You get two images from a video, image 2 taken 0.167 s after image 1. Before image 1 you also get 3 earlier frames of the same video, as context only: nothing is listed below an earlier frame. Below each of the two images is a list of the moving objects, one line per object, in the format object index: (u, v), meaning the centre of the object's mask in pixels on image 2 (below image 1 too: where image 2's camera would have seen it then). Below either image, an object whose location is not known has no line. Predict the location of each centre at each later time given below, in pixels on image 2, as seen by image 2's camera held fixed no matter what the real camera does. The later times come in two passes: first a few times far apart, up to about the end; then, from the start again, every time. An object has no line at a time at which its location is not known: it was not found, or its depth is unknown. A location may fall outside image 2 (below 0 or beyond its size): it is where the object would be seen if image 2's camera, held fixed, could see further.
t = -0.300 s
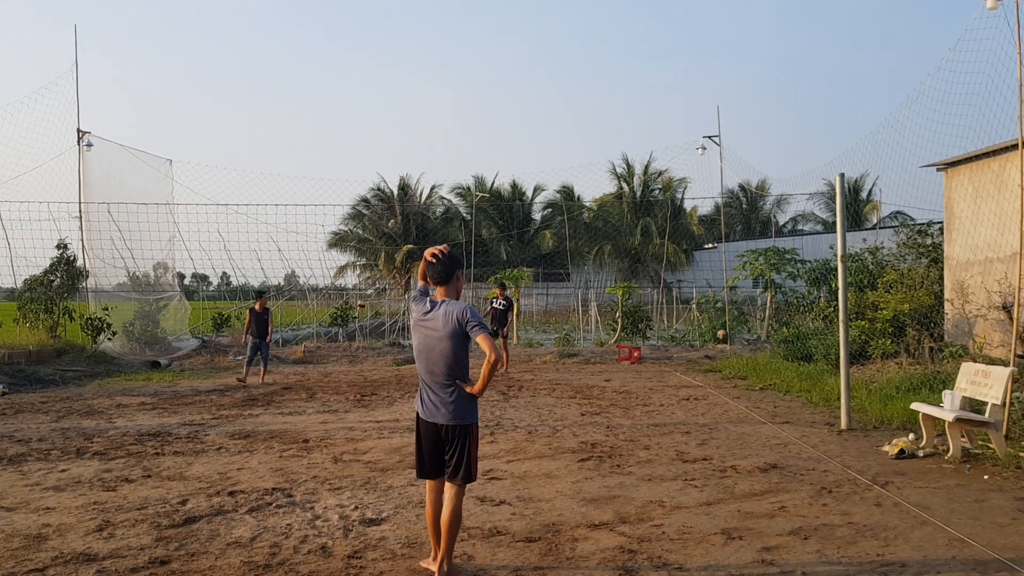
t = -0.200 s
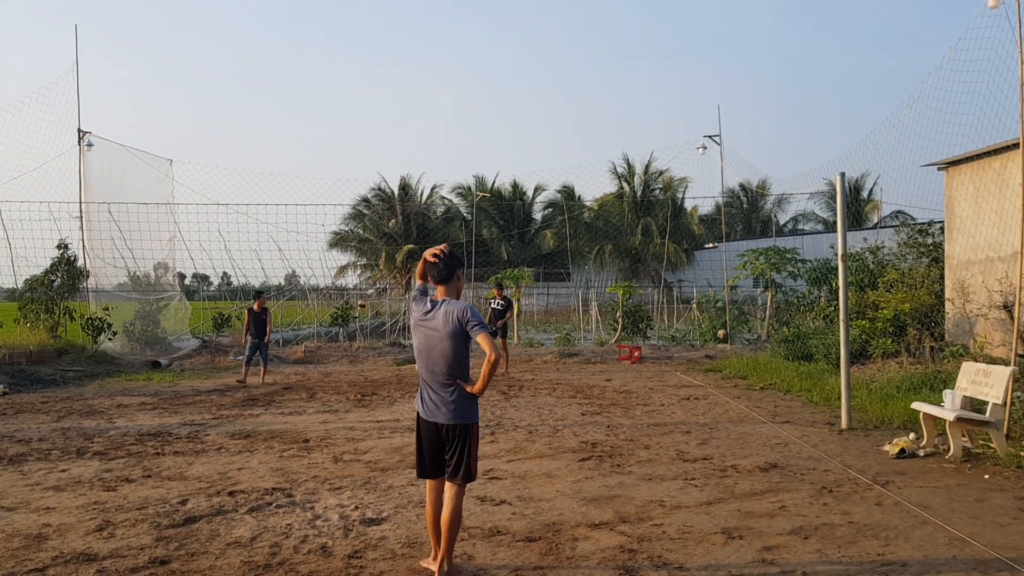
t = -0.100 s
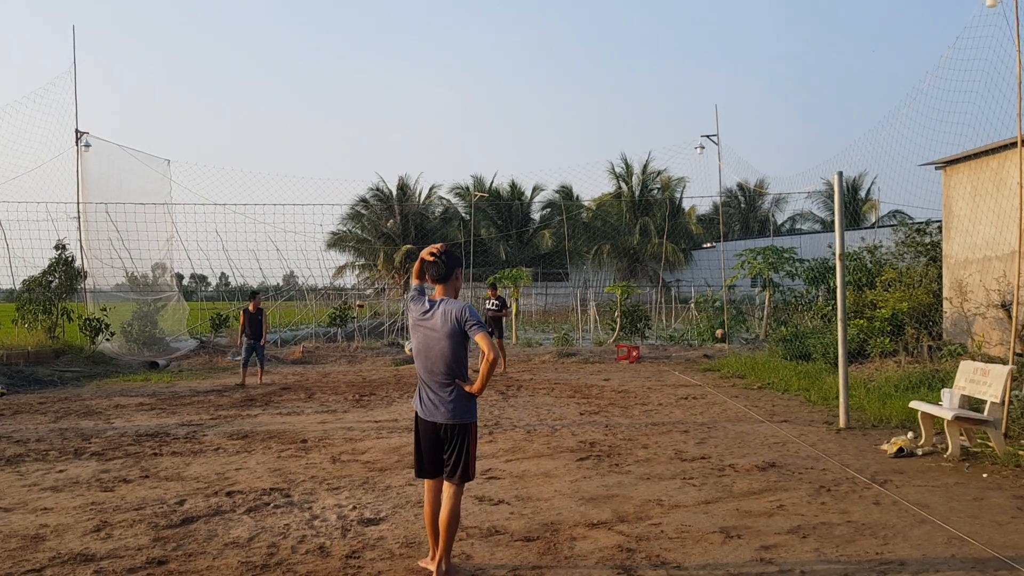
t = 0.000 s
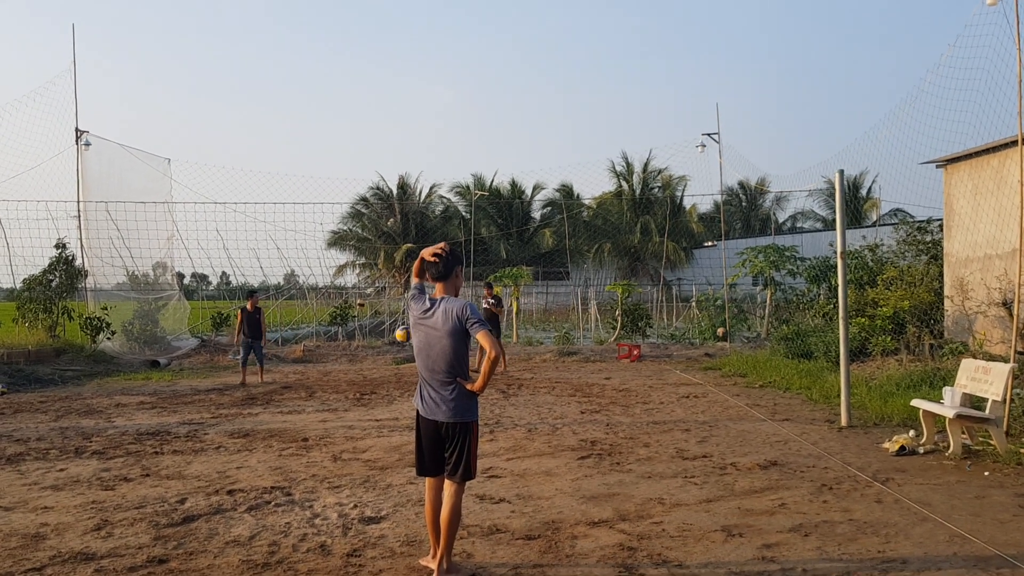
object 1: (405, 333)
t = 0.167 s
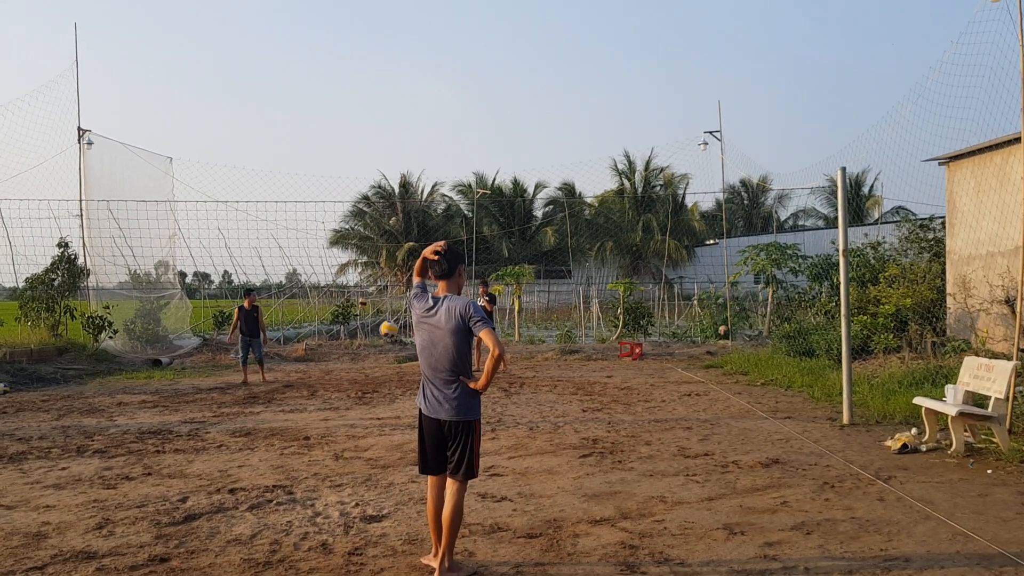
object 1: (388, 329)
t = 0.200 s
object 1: (384, 332)
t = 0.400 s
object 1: (361, 368)
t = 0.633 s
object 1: (327, 415)
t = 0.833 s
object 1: (292, 383)
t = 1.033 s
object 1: (251, 397)
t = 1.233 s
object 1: (200, 474)
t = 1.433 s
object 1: (136, 467)
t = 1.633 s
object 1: (54, 483)
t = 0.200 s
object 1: (384, 332)
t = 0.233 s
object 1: (381, 335)
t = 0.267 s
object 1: (377, 339)
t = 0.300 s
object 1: (372, 345)
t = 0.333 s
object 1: (368, 351)
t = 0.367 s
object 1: (364, 359)
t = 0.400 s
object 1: (361, 368)
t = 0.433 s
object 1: (355, 378)
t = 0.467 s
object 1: (351, 390)
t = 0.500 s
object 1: (346, 403)
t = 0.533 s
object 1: (342, 418)
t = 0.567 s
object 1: (337, 433)
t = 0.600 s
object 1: (332, 424)
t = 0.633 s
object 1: (327, 415)
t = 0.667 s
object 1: (322, 407)
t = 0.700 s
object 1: (316, 400)
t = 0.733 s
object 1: (311, 395)
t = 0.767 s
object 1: (305, 389)
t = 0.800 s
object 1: (300, 386)
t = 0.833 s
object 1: (292, 383)
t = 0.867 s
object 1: (287, 383)
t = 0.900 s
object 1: (280, 383)
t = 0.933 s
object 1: (273, 384)
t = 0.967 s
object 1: (266, 387)
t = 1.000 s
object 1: (259, 391)
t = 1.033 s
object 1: (251, 397)
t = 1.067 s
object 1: (244, 405)
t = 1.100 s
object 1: (236, 415)
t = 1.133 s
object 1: (226, 427)
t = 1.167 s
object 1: (218, 441)
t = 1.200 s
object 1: (209, 457)
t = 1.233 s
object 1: (200, 474)
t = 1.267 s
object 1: (189, 496)
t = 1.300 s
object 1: (179, 494)
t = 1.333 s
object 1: (169, 486)
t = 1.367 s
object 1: (159, 477)
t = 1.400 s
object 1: (148, 471)
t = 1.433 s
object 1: (136, 467)
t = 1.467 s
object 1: (123, 465)
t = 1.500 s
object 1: (111, 465)
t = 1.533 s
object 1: (98, 466)
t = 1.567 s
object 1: (85, 468)
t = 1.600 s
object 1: (70, 474)
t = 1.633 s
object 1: (54, 483)
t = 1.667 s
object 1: (40, 494)
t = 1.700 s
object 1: (24, 506)
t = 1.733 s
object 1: (7, 522)
